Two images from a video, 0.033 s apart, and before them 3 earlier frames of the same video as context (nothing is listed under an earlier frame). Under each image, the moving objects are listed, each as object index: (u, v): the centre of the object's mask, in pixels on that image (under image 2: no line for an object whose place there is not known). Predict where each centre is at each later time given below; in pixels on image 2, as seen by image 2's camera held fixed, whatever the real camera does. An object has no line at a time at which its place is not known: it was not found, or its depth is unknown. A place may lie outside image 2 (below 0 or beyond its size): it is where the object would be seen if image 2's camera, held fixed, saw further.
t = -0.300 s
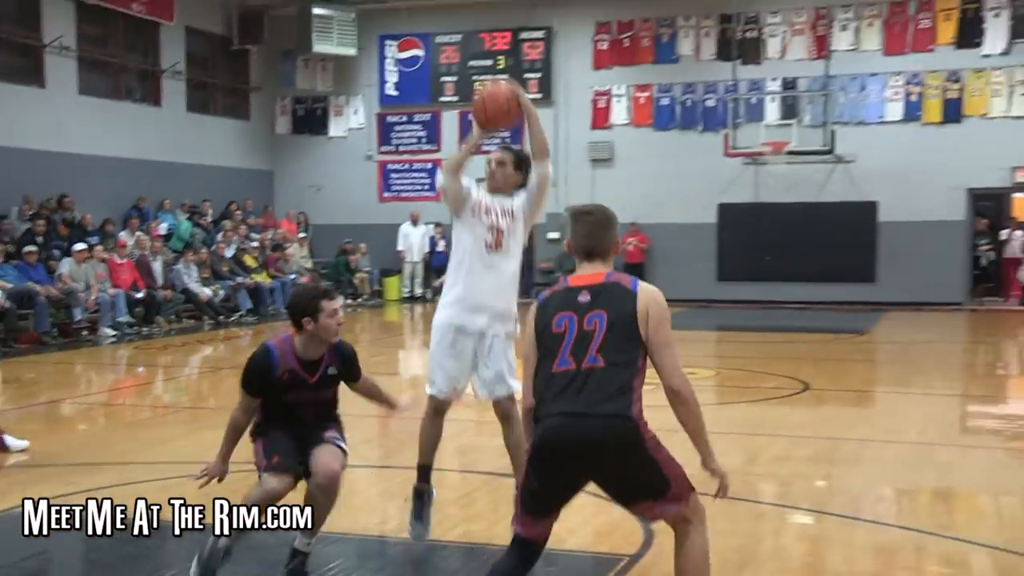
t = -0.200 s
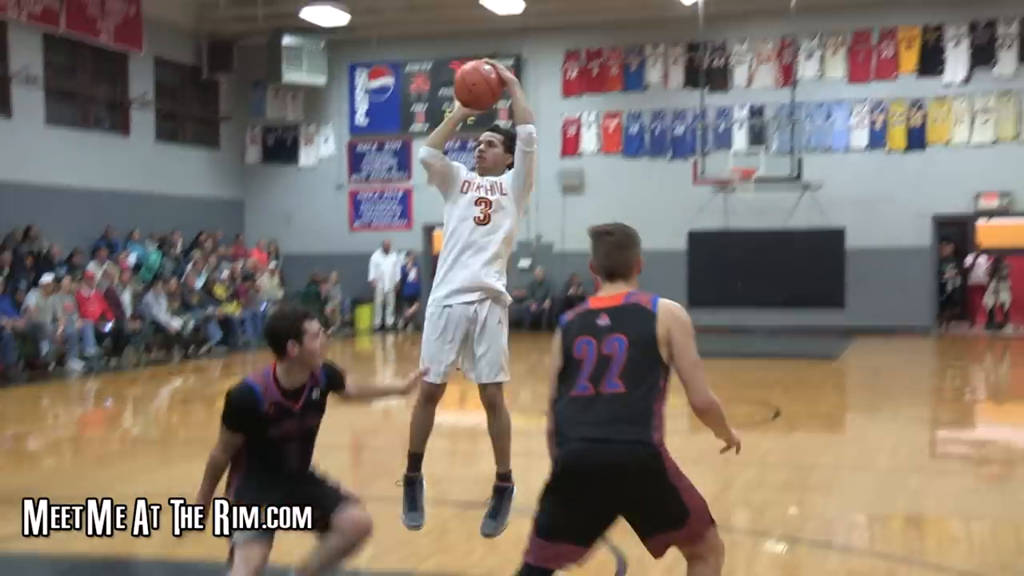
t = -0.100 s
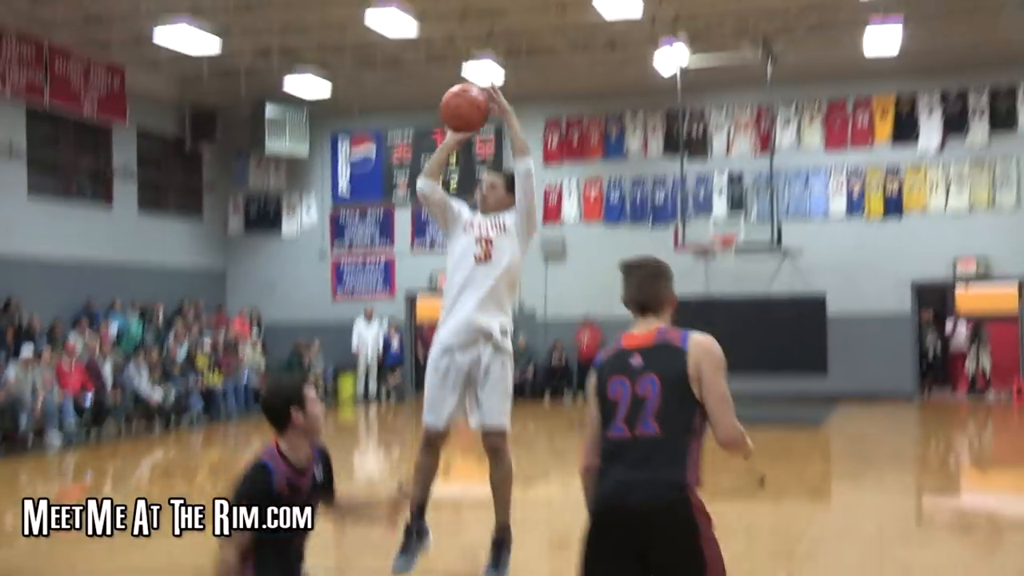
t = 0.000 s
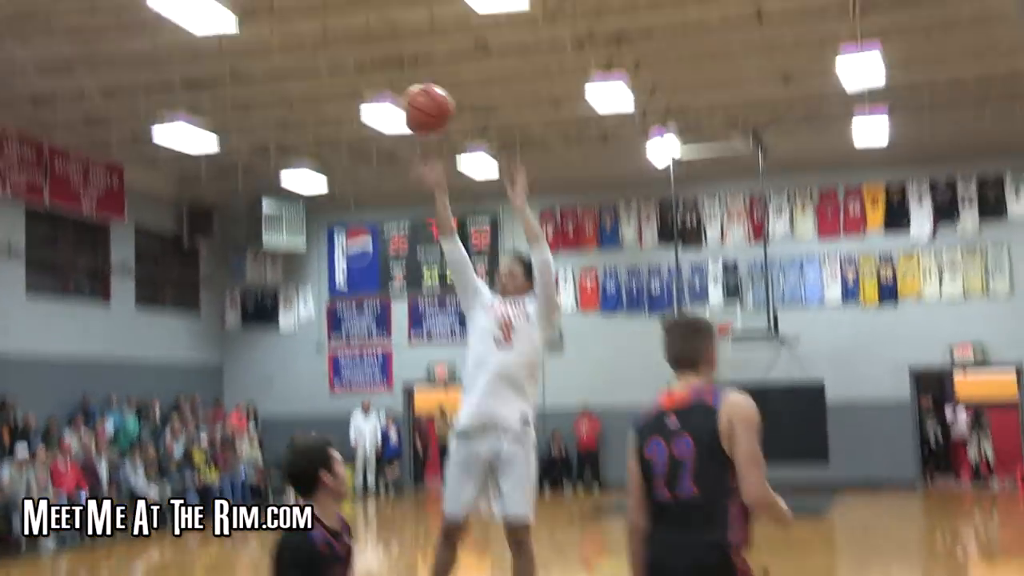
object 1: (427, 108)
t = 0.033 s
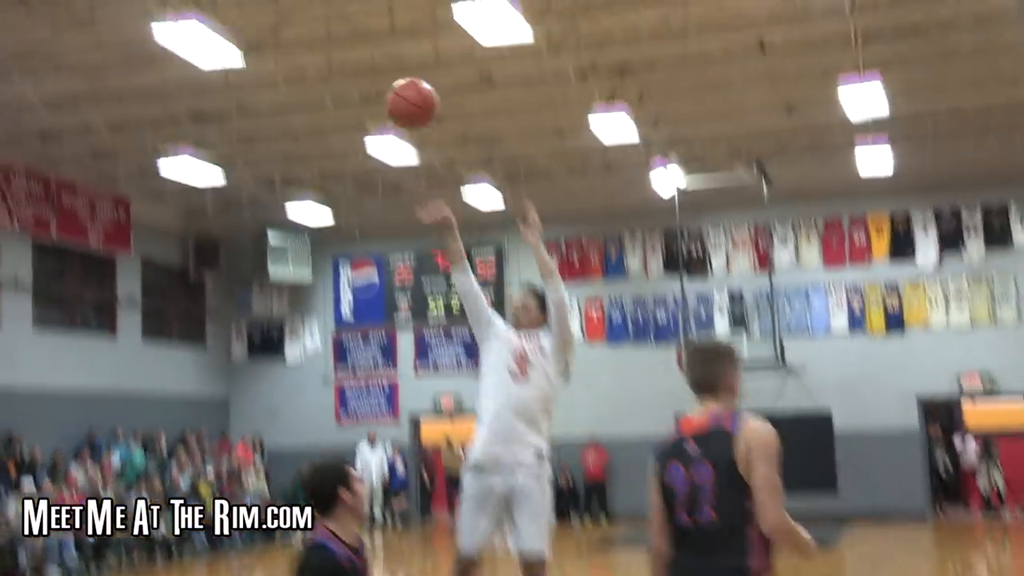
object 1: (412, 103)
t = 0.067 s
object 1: (392, 68)
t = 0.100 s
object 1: (370, 32)
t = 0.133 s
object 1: (348, -3)
